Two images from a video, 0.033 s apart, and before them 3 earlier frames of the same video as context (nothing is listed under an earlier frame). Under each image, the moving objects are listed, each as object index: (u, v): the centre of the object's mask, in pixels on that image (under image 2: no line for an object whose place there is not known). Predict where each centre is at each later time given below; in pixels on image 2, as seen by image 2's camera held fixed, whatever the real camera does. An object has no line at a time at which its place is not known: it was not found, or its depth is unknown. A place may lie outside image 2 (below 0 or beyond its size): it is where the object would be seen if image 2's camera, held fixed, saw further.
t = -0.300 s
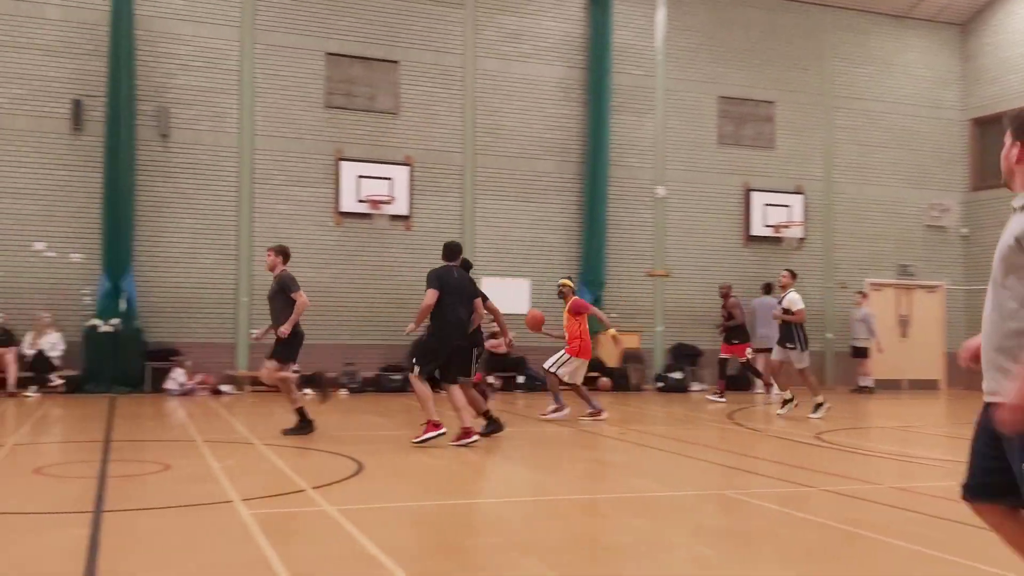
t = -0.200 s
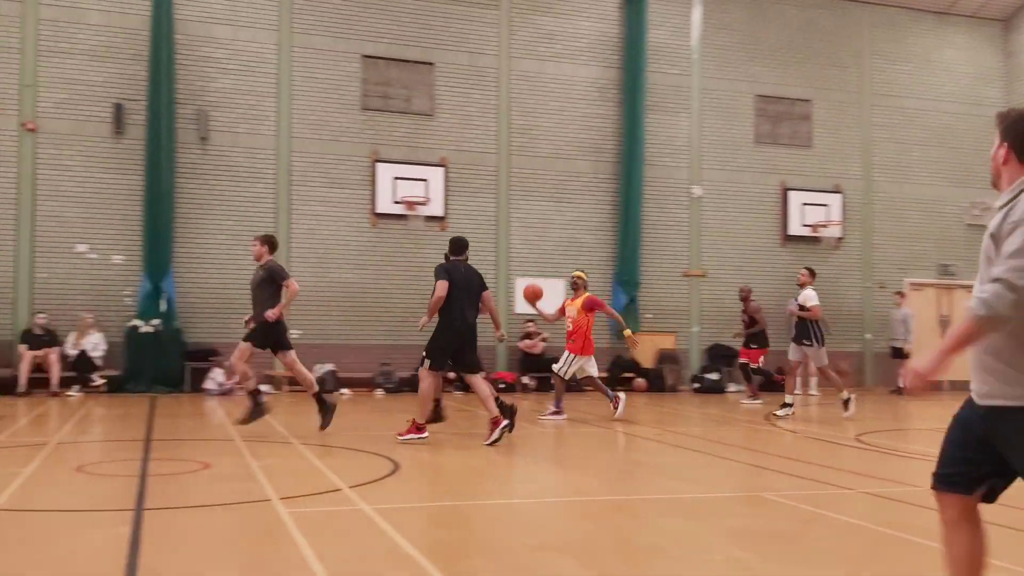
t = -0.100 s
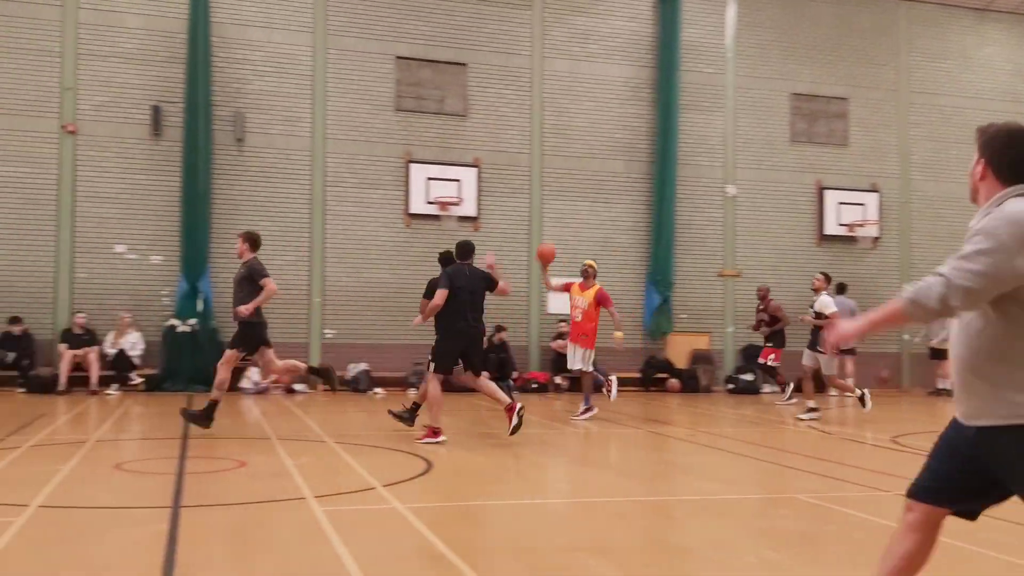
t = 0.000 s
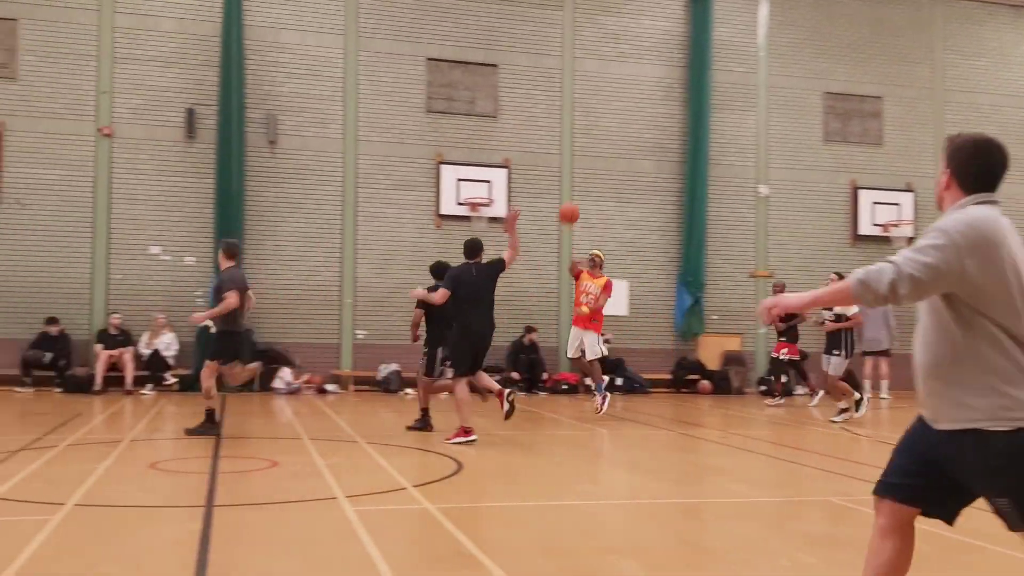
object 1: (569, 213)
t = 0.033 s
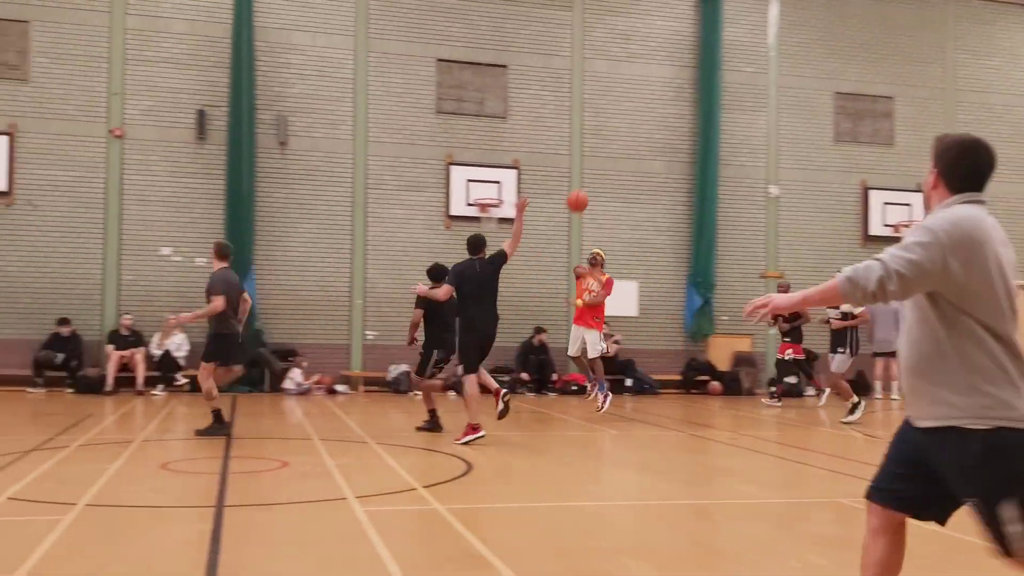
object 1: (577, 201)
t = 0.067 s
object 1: (574, 189)
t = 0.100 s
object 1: (572, 177)
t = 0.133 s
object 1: (569, 166)
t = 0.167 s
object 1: (567, 155)
